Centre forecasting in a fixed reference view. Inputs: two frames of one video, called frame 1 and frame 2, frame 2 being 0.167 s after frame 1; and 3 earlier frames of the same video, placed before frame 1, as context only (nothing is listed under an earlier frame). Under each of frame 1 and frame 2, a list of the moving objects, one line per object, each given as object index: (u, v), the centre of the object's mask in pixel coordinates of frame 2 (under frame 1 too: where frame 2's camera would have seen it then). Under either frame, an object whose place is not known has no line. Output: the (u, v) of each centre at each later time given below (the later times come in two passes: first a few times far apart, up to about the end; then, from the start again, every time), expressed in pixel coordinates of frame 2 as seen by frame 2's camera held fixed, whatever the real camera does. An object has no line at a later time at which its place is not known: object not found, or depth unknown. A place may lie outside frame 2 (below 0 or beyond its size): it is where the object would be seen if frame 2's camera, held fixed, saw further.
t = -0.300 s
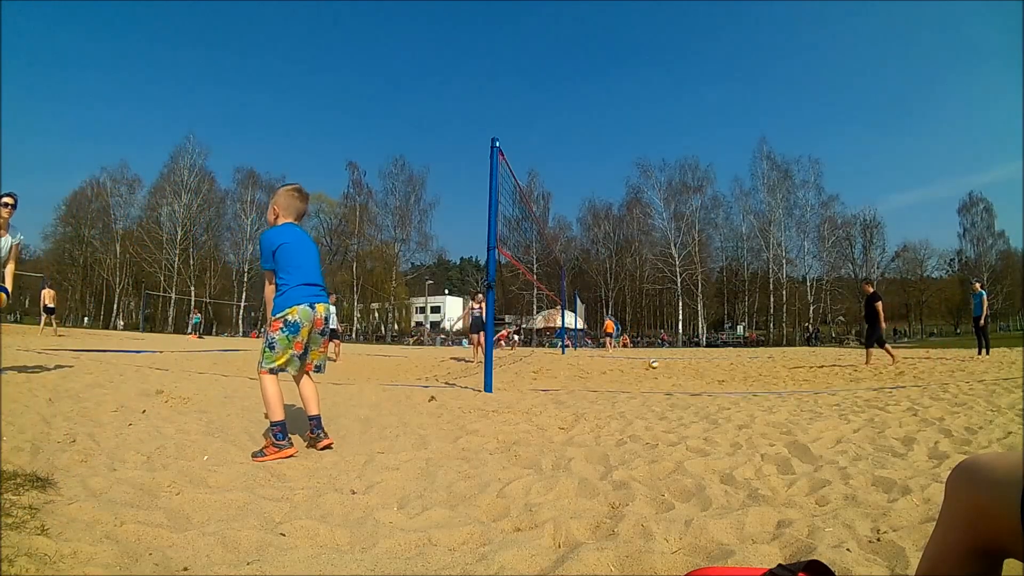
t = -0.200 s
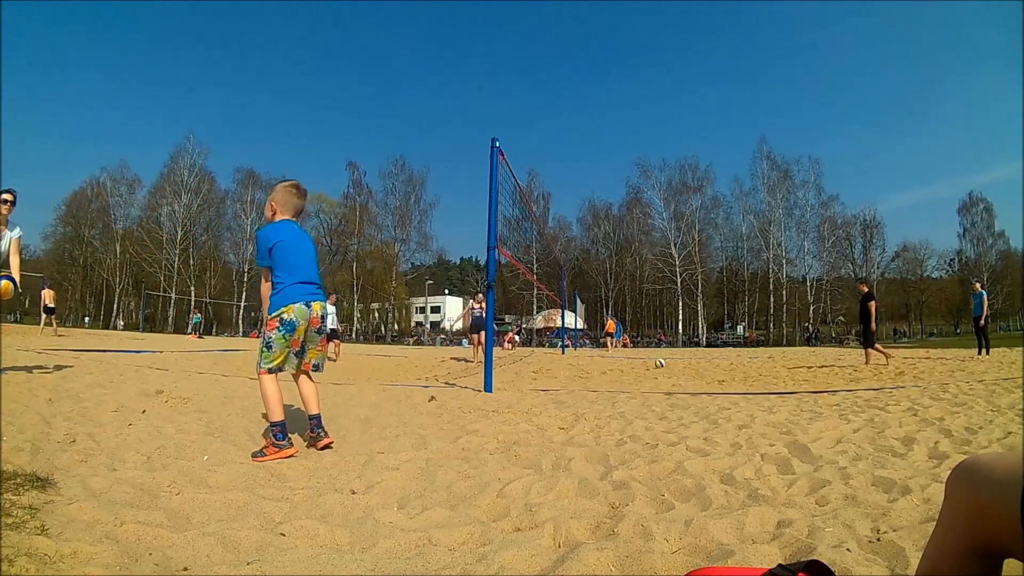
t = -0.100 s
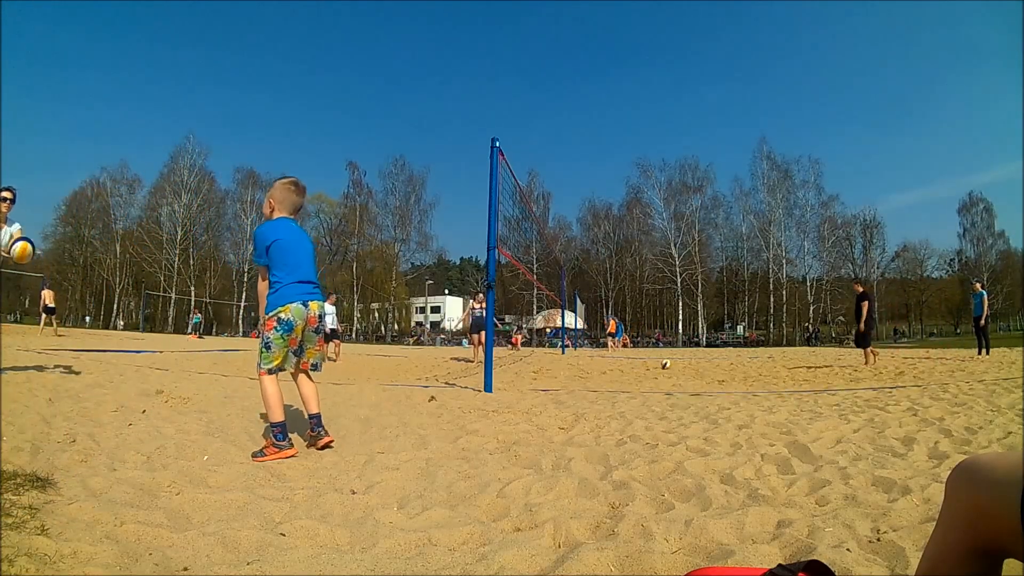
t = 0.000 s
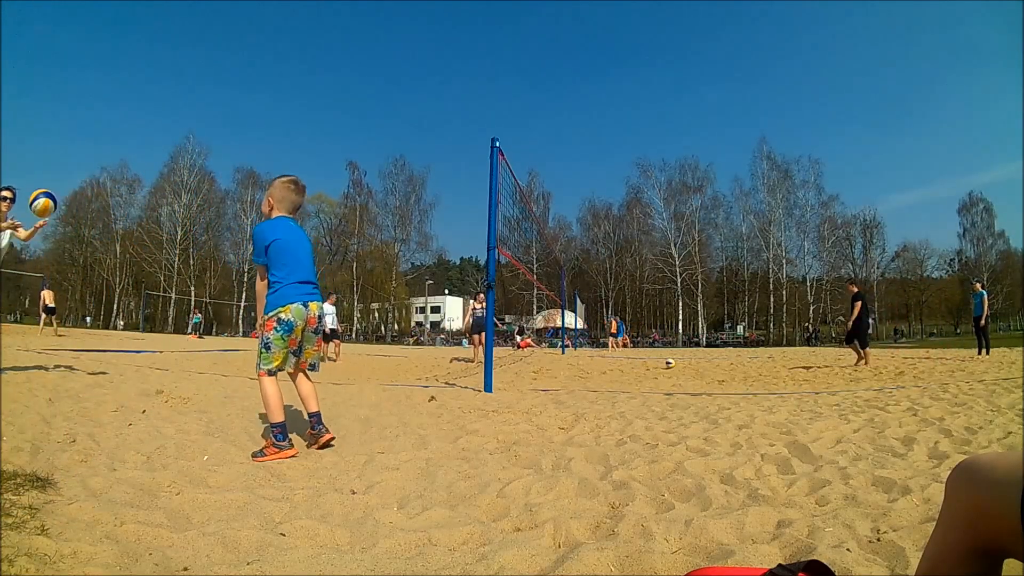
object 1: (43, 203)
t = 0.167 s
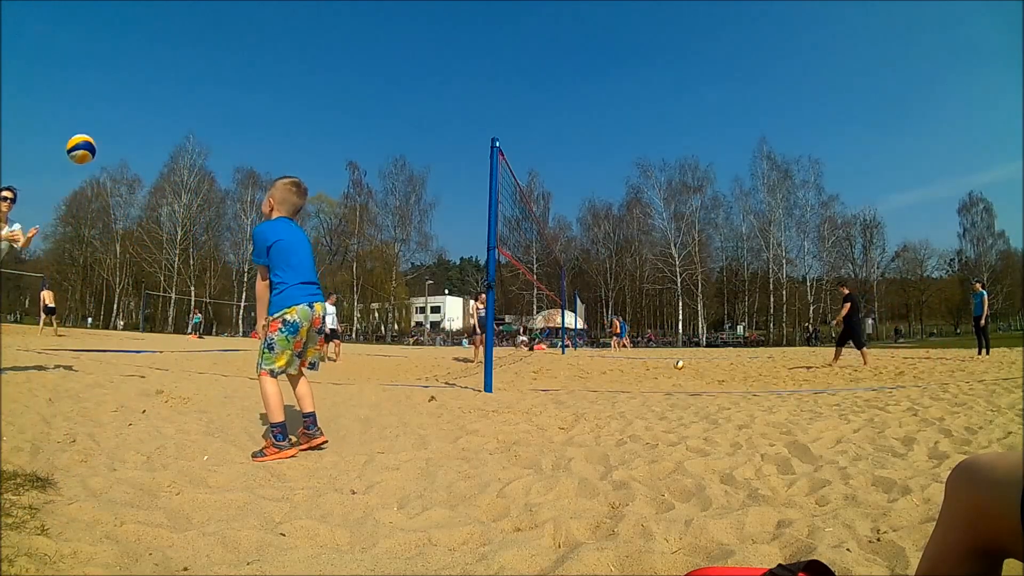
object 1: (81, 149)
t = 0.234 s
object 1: (97, 136)
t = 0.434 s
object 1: (146, 134)
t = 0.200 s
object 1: (89, 142)
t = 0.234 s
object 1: (97, 136)
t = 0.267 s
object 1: (105, 132)
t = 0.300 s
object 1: (113, 129)
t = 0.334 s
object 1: (122, 128)
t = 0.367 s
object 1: (130, 128)
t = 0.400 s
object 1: (138, 130)
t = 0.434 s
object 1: (146, 134)
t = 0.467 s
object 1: (155, 140)
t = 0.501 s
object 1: (163, 148)
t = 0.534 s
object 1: (172, 157)
